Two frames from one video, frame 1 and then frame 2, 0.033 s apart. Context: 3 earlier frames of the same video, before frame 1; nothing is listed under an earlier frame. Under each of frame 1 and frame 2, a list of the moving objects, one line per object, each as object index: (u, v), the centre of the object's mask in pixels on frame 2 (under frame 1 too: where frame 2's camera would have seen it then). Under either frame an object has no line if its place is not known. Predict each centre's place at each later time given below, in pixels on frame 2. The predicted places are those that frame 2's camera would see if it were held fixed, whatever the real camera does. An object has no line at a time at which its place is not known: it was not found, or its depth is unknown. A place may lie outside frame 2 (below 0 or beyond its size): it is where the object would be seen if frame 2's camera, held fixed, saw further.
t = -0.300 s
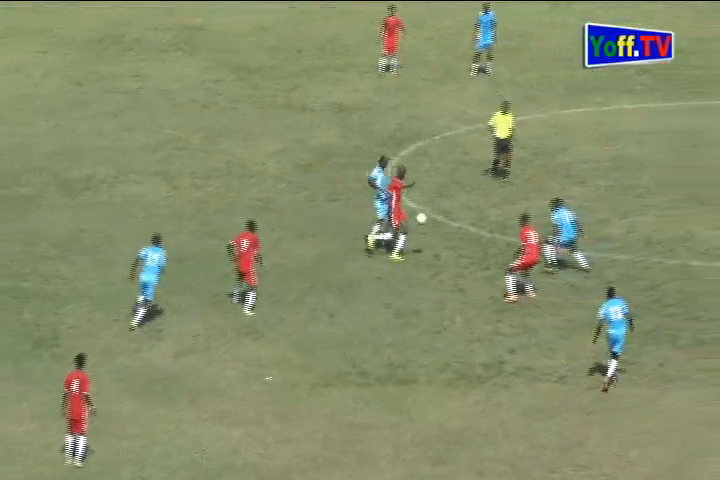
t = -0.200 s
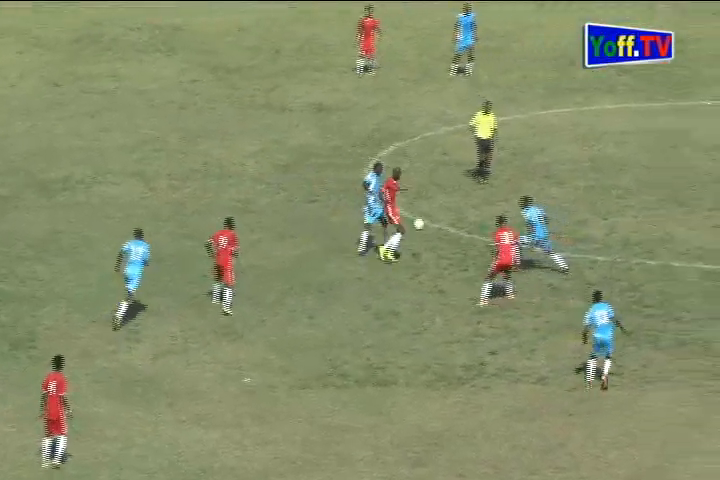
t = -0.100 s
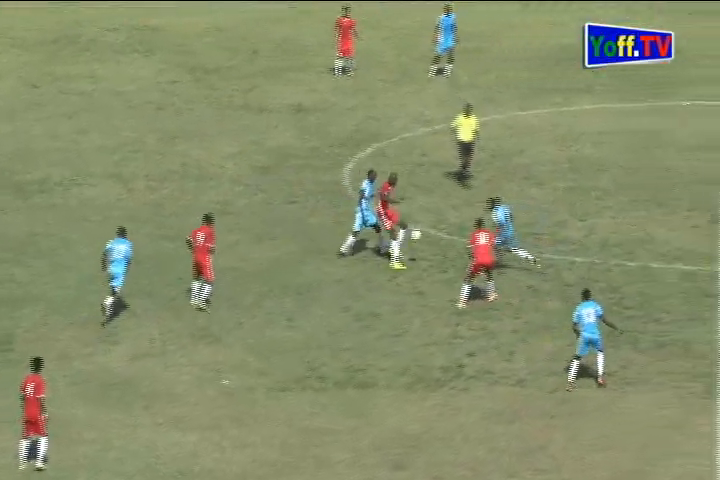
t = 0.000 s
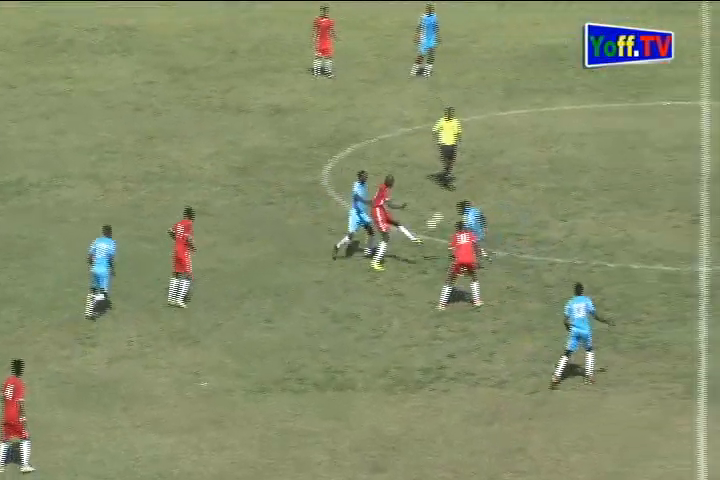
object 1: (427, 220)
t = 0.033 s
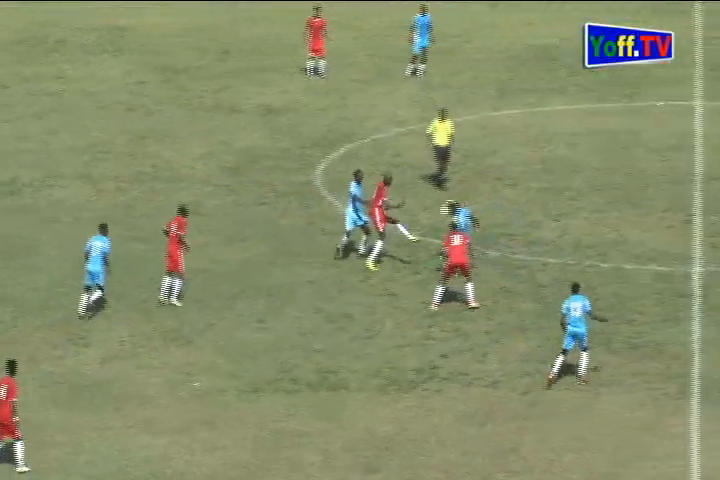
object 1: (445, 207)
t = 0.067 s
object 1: (467, 194)
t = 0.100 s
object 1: (487, 180)
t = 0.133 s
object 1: (505, 168)
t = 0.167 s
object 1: (523, 158)
